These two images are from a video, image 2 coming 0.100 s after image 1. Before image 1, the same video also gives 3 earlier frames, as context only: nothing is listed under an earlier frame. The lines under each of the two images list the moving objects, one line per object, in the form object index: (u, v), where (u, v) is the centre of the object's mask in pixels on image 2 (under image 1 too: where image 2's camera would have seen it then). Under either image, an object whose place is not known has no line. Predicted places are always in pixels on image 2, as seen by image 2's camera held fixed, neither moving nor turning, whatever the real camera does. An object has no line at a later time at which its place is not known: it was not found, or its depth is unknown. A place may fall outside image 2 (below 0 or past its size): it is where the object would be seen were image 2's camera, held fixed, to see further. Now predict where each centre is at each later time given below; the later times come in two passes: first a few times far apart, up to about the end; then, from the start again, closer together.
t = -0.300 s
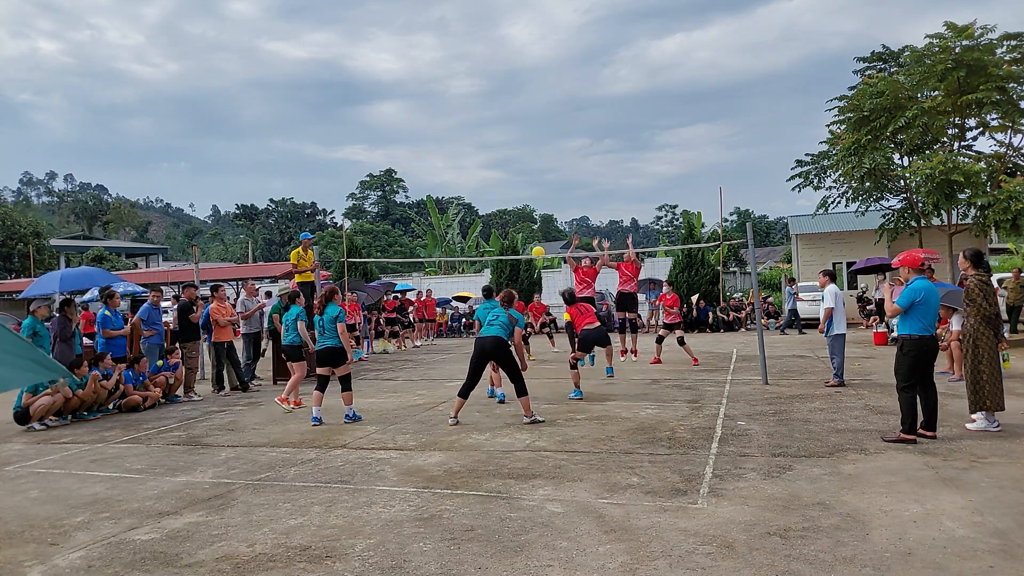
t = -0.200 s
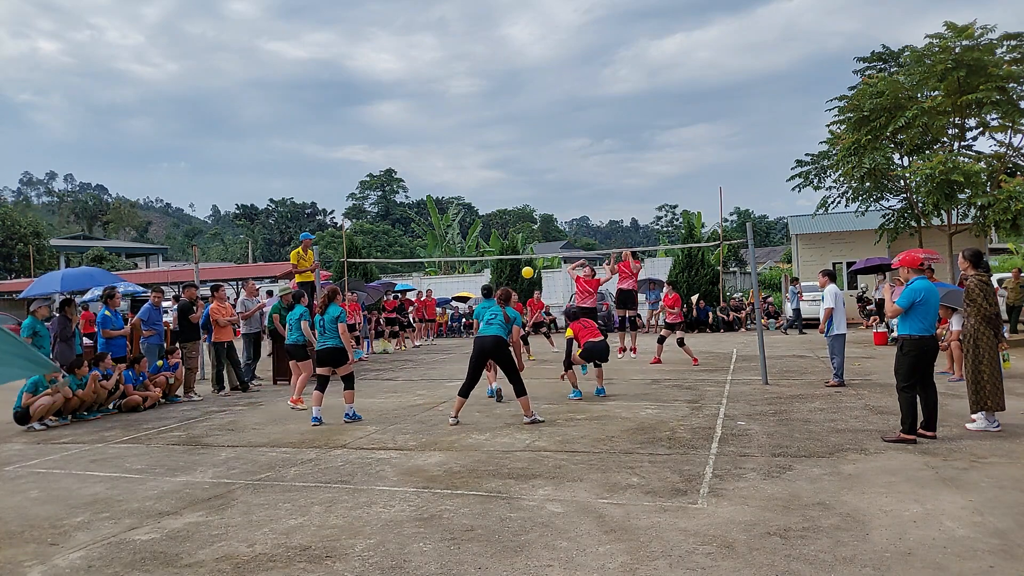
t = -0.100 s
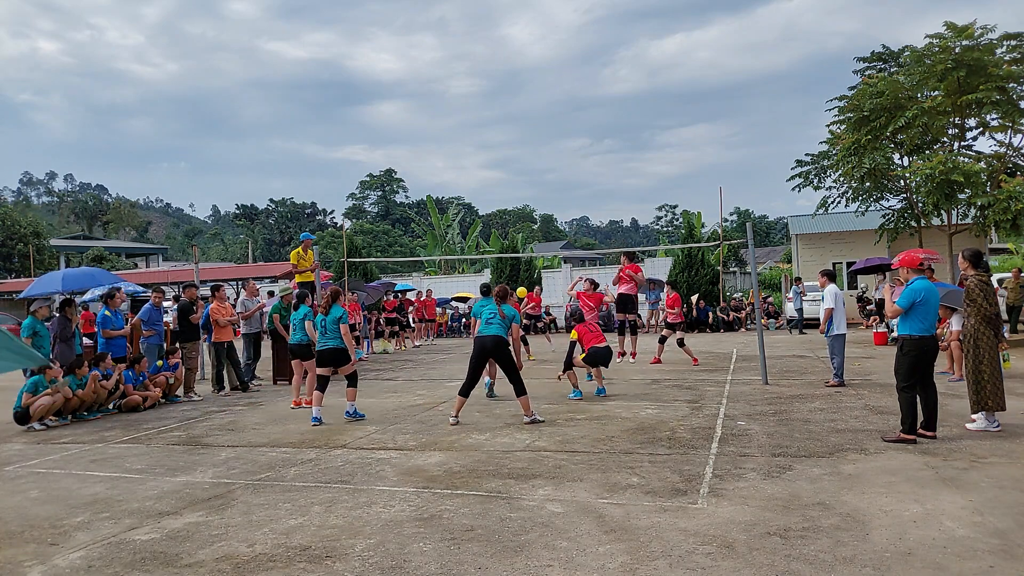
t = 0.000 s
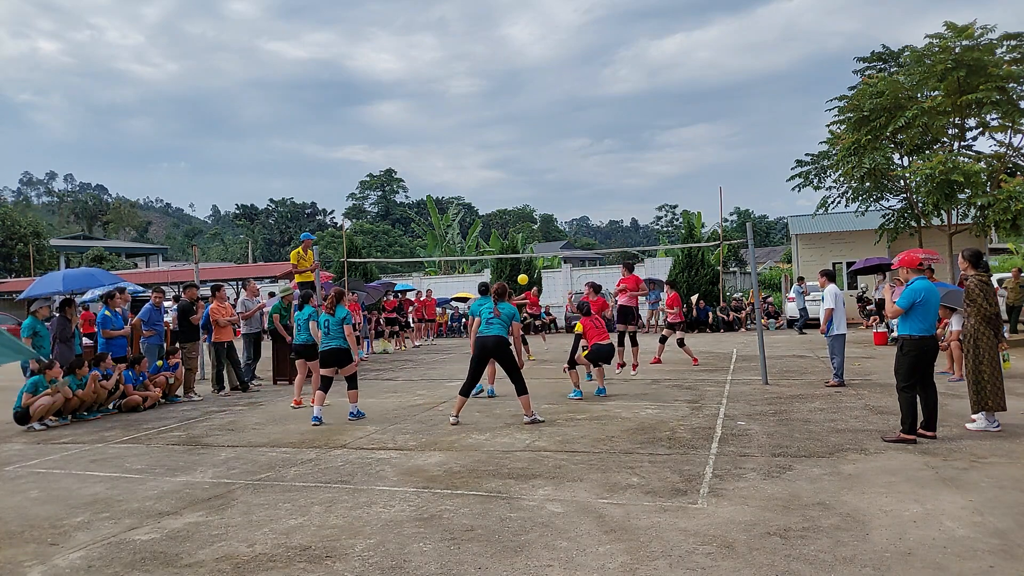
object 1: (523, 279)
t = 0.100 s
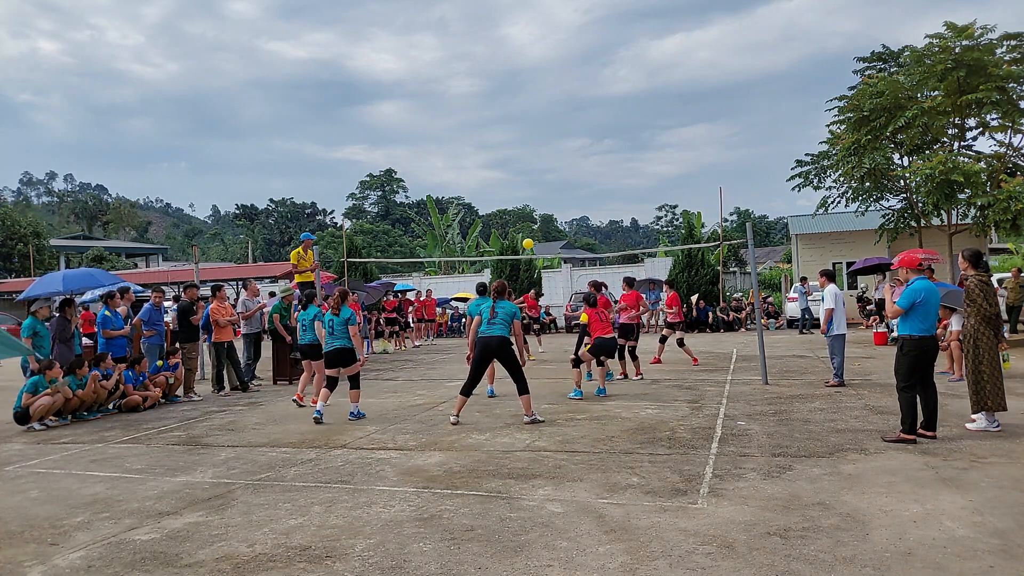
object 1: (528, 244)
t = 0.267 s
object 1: (537, 193)
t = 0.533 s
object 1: (552, 132)
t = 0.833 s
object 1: (572, 99)
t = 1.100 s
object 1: (594, 109)
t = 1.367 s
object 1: (619, 166)
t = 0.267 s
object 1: (537, 193)
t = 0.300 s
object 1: (538, 183)
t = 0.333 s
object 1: (540, 174)
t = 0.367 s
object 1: (542, 166)
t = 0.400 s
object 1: (544, 158)
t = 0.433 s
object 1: (546, 151)
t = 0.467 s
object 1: (548, 144)
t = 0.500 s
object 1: (550, 138)
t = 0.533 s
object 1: (552, 132)
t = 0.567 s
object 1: (554, 126)
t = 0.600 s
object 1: (556, 121)
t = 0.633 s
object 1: (558, 116)
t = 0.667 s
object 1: (561, 112)
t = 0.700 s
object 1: (563, 109)
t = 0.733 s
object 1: (565, 106)
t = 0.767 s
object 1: (567, 103)
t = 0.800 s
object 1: (570, 101)
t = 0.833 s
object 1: (572, 99)
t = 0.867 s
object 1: (575, 98)
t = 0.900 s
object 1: (577, 98)
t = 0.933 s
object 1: (580, 98)
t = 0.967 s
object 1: (583, 99)
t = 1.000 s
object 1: (586, 101)
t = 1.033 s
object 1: (589, 103)
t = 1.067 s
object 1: (591, 106)
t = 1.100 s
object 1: (594, 109)
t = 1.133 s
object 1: (597, 113)
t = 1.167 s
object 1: (600, 119)
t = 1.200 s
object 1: (604, 124)
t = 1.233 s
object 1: (606, 131)
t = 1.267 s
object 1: (610, 139)
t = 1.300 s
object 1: (613, 147)
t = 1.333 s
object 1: (616, 156)
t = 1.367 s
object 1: (619, 166)
